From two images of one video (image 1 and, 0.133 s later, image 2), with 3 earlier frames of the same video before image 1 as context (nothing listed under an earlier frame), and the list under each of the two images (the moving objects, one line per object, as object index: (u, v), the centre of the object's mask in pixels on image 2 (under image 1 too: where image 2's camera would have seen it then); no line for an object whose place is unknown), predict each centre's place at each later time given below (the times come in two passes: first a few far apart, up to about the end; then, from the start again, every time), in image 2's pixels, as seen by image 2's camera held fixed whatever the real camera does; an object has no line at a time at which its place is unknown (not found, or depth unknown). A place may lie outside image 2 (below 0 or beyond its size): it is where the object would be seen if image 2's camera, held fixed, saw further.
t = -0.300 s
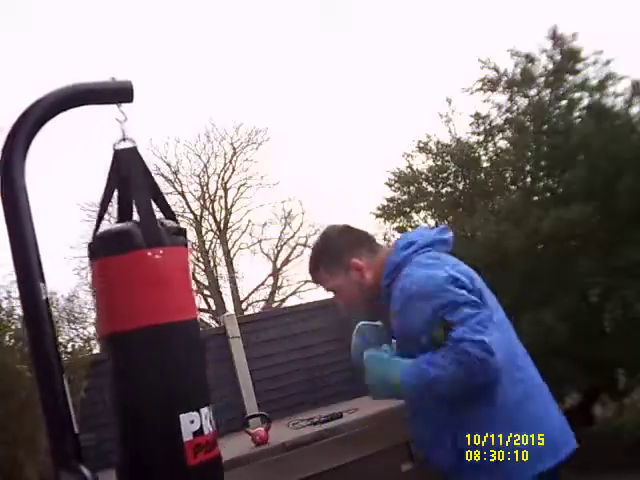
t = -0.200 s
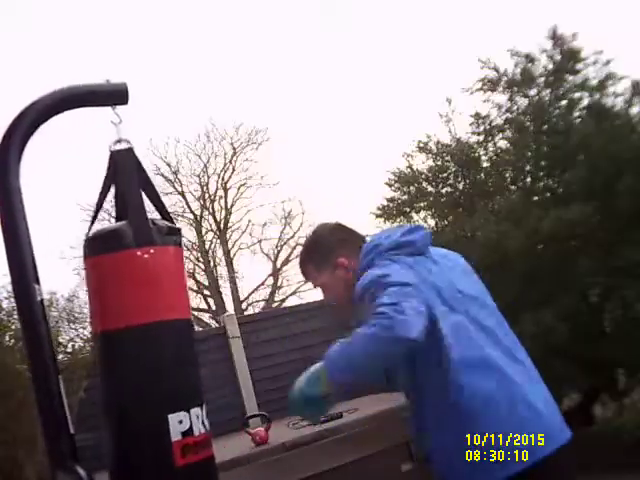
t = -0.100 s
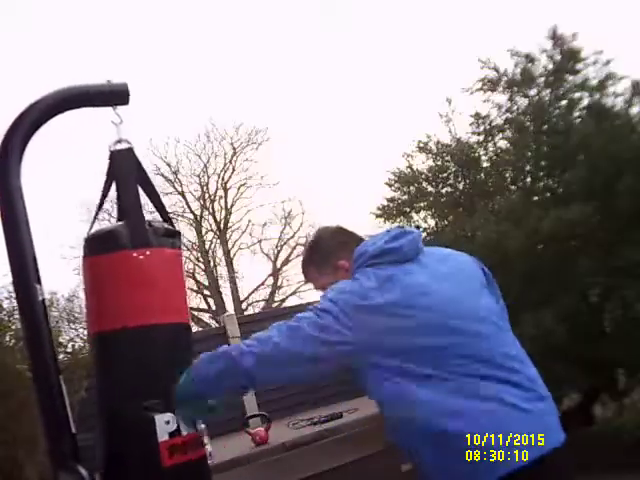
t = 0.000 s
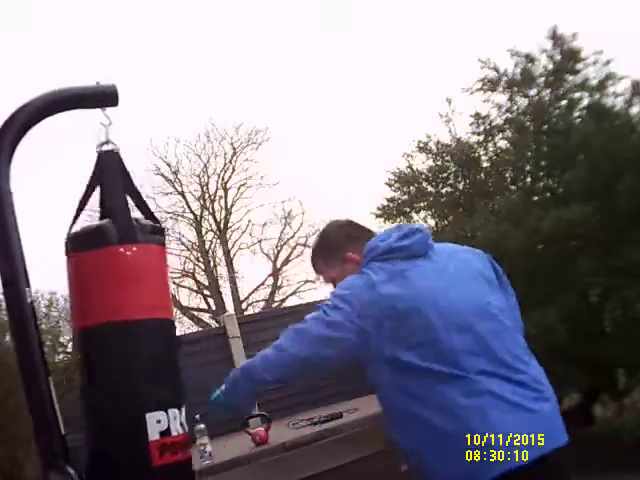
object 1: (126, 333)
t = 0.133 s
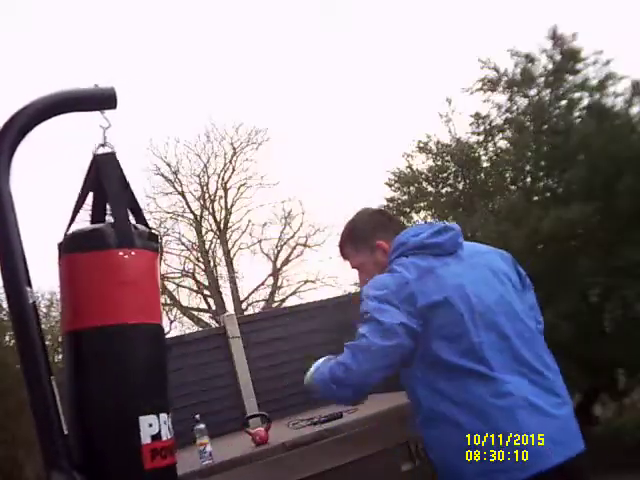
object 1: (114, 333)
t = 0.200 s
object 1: (117, 332)
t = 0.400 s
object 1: (131, 333)
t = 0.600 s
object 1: (156, 333)
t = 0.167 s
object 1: (116, 332)
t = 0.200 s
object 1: (117, 332)
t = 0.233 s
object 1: (117, 332)
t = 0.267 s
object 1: (119, 332)
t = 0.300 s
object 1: (120, 332)
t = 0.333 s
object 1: (123, 333)
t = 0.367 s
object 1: (127, 332)
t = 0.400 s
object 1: (131, 333)
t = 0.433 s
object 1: (134, 334)
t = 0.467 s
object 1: (139, 334)
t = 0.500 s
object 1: (142, 335)
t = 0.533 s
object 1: (146, 333)
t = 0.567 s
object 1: (151, 333)
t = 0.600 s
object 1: (156, 333)
